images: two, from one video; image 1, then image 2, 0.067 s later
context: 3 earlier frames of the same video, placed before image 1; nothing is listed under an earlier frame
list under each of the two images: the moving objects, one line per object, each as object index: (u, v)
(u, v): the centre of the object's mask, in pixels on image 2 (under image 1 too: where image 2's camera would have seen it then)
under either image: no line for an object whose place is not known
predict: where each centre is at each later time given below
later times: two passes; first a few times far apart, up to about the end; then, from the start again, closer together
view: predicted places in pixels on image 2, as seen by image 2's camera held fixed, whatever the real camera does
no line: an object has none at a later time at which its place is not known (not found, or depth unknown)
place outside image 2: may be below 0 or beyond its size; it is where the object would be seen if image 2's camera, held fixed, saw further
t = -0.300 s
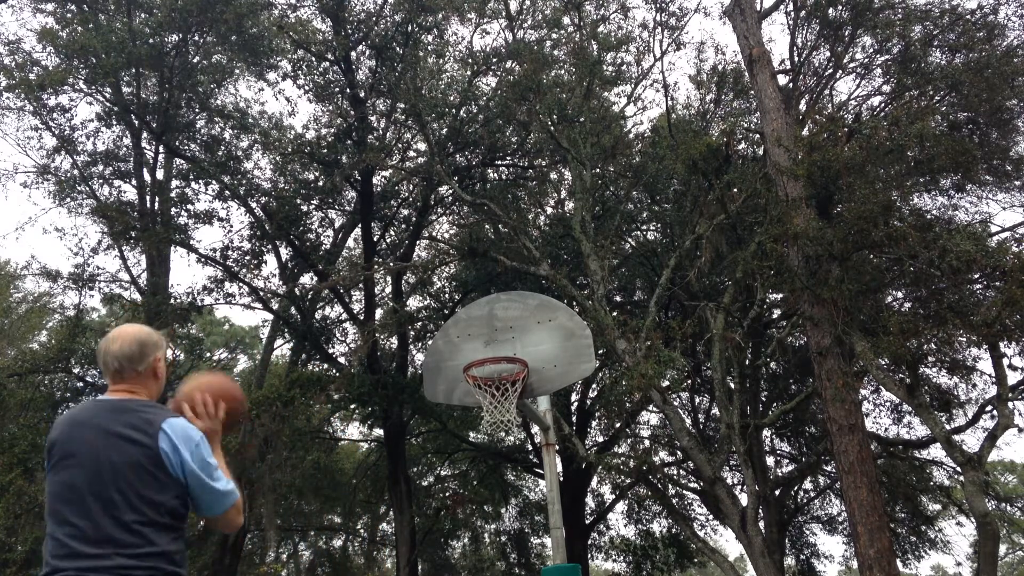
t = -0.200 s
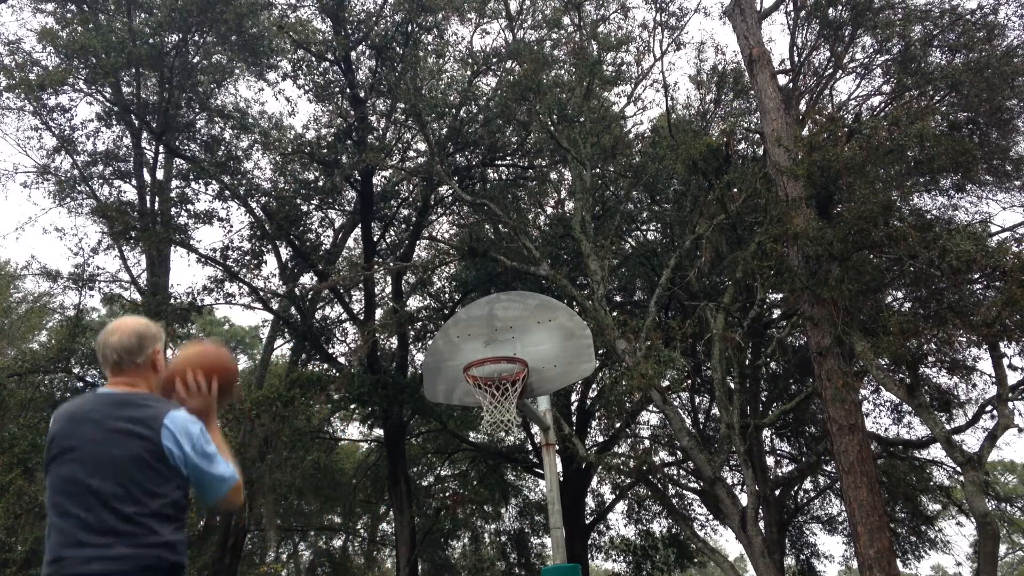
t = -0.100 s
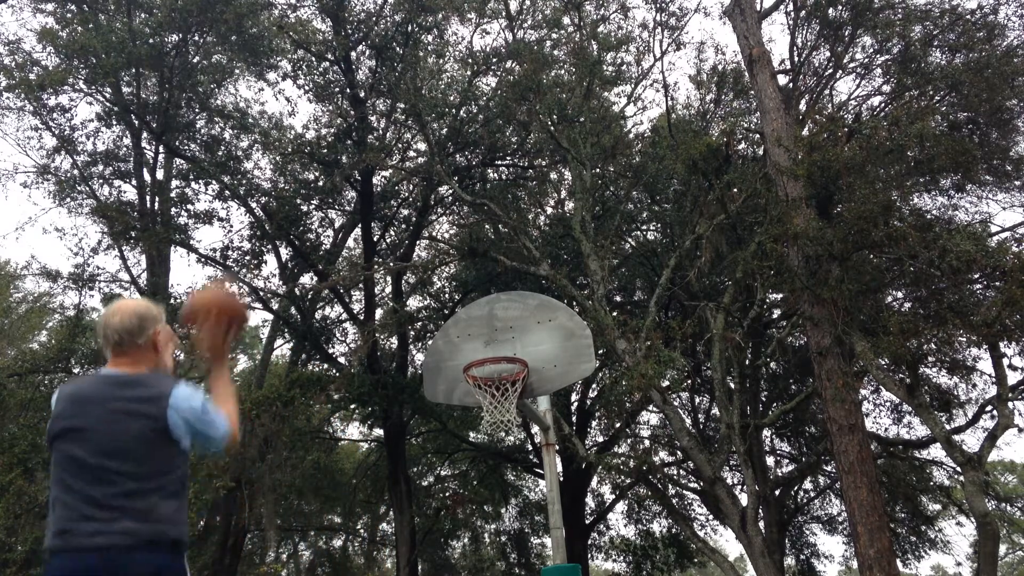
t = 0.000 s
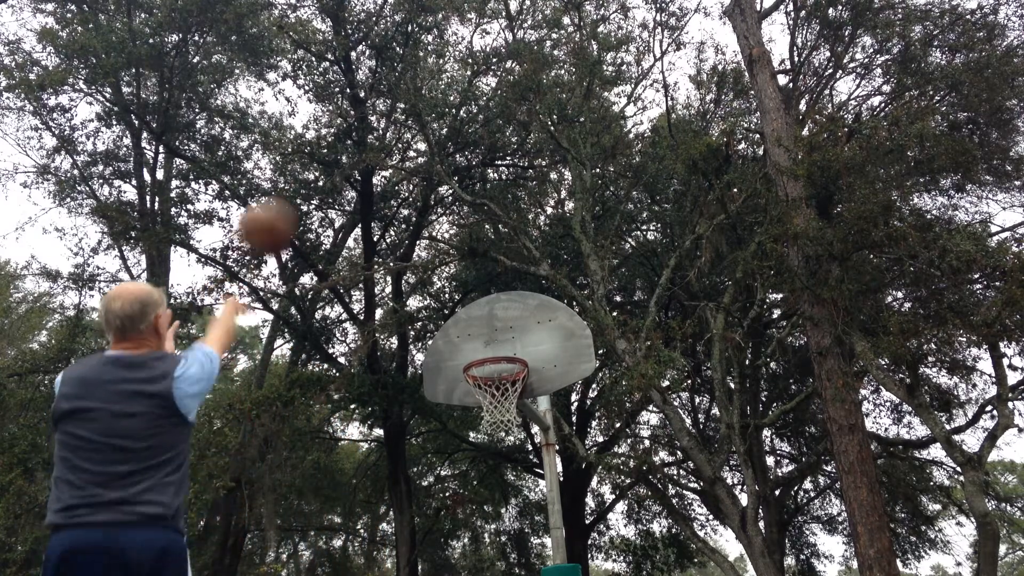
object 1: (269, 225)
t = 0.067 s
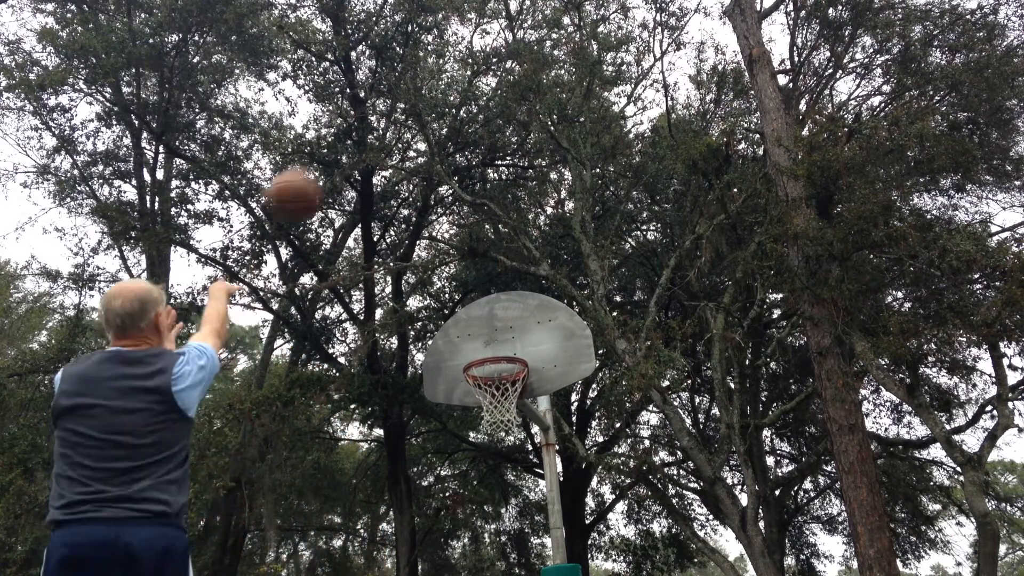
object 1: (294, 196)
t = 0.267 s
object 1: (362, 156)
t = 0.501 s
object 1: (422, 185)
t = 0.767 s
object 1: (478, 291)
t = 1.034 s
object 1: (486, 430)
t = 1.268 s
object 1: (447, 567)
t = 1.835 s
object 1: (351, 570)
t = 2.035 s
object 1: (321, 530)
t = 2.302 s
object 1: (274, 559)
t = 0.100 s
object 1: (308, 181)
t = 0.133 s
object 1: (320, 172)
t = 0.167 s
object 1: (333, 164)
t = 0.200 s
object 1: (343, 161)
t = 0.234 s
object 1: (352, 157)
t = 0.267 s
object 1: (362, 156)
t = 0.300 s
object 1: (371, 156)
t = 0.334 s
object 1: (381, 158)
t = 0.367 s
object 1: (390, 162)
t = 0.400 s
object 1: (398, 165)
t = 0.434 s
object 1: (408, 171)
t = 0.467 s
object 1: (415, 178)
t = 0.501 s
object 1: (422, 185)
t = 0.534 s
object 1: (430, 195)
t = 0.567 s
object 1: (436, 206)
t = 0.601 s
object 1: (444, 217)
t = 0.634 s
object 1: (453, 232)
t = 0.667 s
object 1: (460, 247)
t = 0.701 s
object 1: (467, 260)
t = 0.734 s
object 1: (473, 274)
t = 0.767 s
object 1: (478, 291)
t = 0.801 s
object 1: (485, 310)
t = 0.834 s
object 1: (492, 330)
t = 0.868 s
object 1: (499, 346)
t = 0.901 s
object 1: (504, 373)
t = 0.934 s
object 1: (502, 383)
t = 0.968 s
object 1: (500, 397)
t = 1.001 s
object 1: (492, 417)
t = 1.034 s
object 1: (486, 430)
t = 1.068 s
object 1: (480, 447)
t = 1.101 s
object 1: (476, 461)
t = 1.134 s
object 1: (470, 480)
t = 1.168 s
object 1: (463, 503)
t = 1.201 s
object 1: (459, 523)
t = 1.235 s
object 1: (452, 552)
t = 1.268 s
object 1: (447, 567)
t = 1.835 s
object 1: (351, 570)
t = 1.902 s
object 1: (343, 558)
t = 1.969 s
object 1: (331, 541)
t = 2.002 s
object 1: (327, 534)
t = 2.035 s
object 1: (321, 530)
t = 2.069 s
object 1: (316, 528)
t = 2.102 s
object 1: (312, 527)
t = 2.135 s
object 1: (304, 528)
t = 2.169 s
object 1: (299, 530)
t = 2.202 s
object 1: (293, 534)
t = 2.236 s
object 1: (286, 540)
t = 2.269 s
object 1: (281, 550)
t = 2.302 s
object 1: (274, 559)
